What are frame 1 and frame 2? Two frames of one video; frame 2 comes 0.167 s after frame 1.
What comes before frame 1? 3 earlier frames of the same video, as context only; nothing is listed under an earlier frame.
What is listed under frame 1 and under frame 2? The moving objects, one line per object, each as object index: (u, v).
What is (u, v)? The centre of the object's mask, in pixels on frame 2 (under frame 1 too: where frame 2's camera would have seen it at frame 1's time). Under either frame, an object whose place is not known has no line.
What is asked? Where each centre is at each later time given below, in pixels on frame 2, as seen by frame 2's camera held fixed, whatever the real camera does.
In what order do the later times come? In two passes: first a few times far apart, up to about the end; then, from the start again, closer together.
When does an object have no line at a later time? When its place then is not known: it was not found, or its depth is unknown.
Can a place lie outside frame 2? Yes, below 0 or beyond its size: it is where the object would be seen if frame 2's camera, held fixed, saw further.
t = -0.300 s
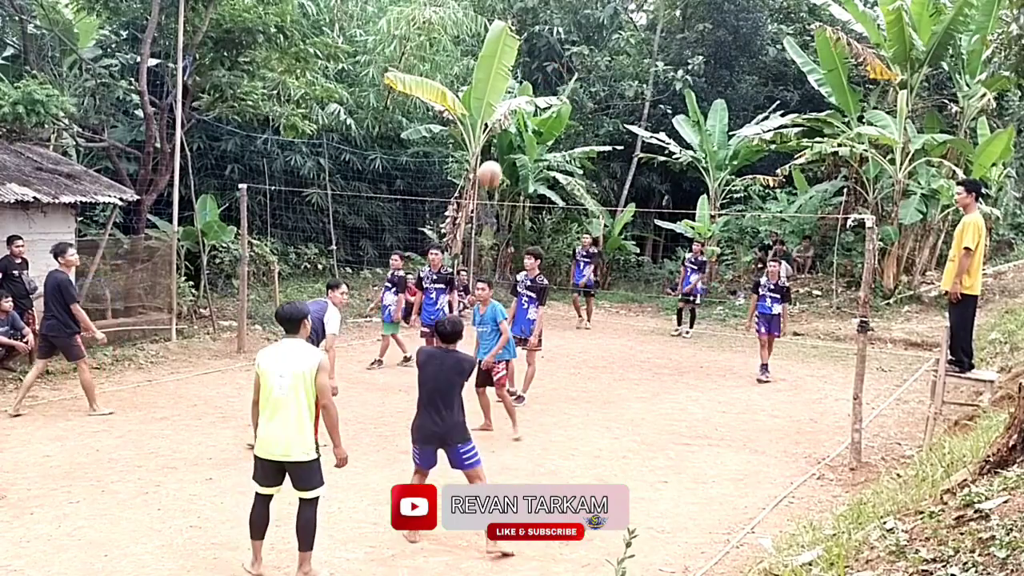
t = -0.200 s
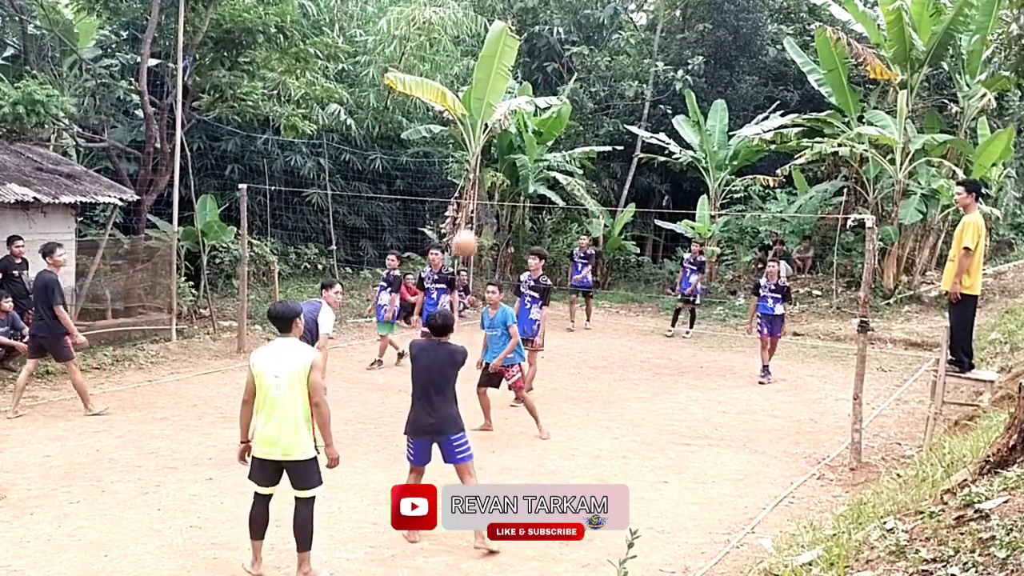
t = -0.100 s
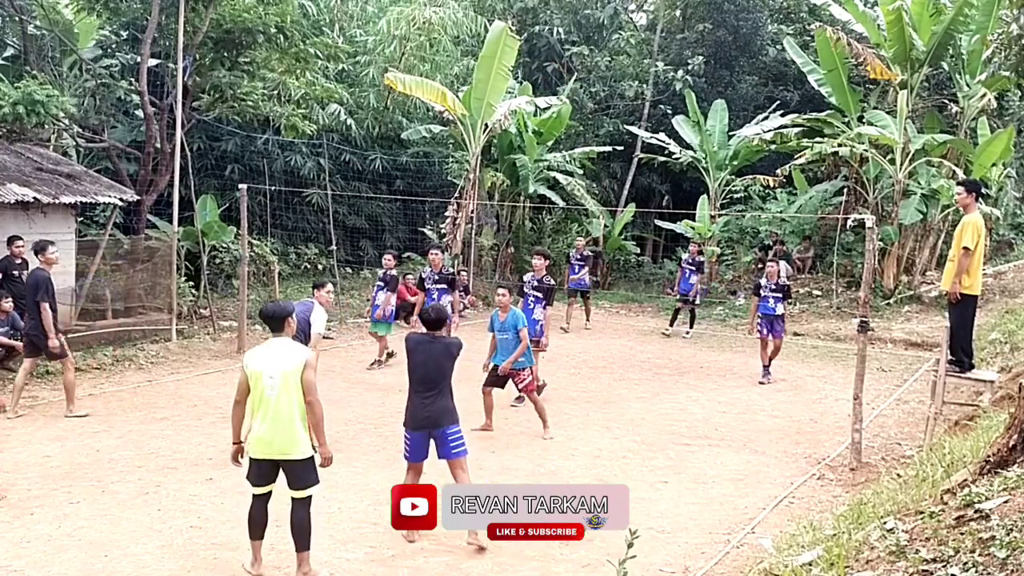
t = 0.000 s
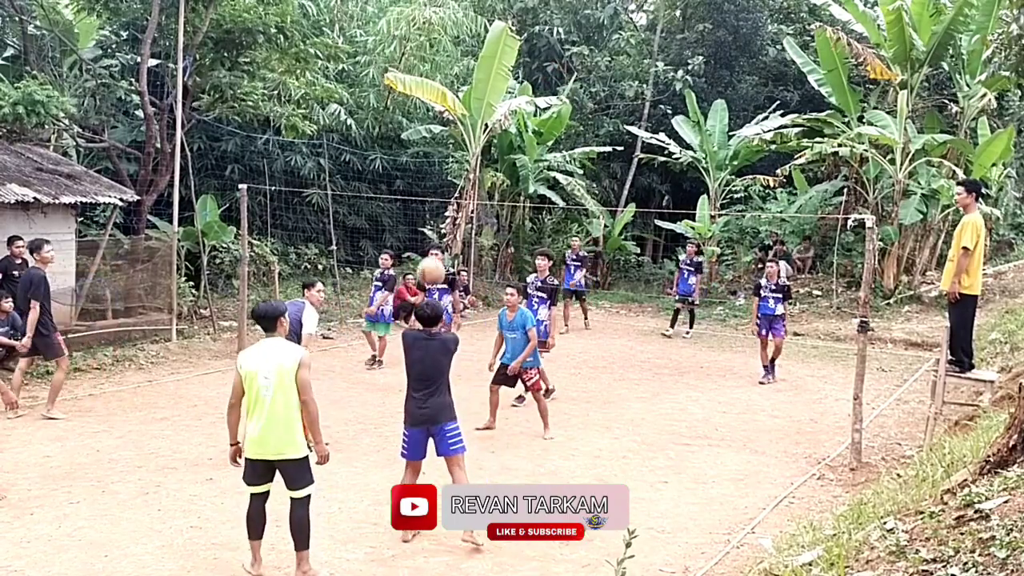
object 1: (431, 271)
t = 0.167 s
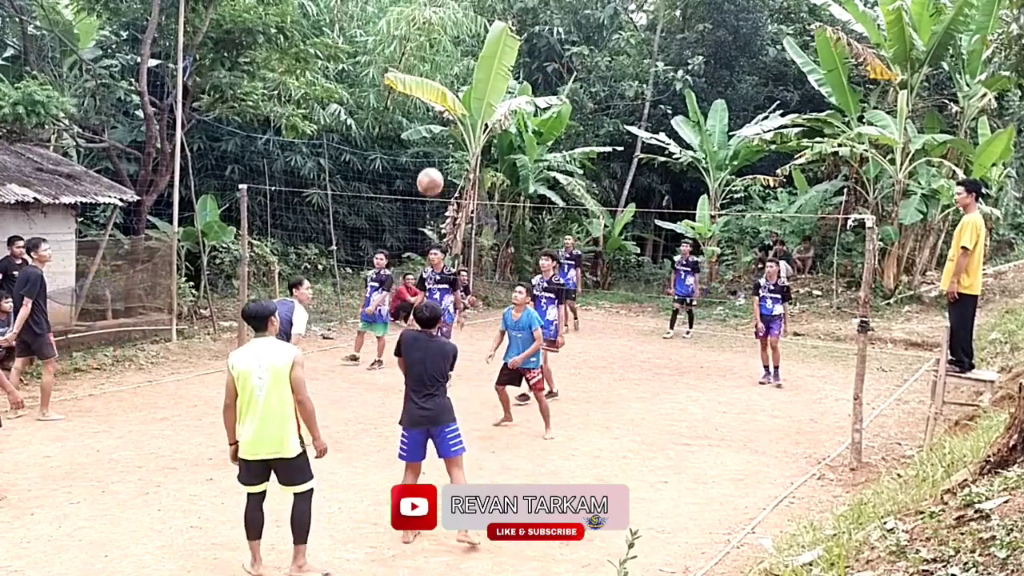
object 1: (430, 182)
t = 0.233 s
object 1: (429, 157)
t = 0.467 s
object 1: (423, 118)
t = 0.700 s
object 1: (416, 141)
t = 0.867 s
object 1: (408, 187)
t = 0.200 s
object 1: (429, 169)
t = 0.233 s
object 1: (429, 157)
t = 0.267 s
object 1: (428, 147)
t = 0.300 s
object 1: (428, 139)
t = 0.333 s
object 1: (427, 132)
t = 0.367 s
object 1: (426, 127)
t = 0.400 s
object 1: (425, 123)
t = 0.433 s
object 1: (424, 119)
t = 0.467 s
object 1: (423, 118)
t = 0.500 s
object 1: (422, 118)
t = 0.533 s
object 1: (421, 119)
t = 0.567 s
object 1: (421, 121)
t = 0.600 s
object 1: (419, 124)
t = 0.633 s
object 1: (418, 129)
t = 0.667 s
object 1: (417, 134)
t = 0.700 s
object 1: (416, 141)
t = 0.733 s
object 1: (414, 148)
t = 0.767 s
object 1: (413, 157)
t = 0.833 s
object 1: (410, 176)
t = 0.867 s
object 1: (408, 187)
